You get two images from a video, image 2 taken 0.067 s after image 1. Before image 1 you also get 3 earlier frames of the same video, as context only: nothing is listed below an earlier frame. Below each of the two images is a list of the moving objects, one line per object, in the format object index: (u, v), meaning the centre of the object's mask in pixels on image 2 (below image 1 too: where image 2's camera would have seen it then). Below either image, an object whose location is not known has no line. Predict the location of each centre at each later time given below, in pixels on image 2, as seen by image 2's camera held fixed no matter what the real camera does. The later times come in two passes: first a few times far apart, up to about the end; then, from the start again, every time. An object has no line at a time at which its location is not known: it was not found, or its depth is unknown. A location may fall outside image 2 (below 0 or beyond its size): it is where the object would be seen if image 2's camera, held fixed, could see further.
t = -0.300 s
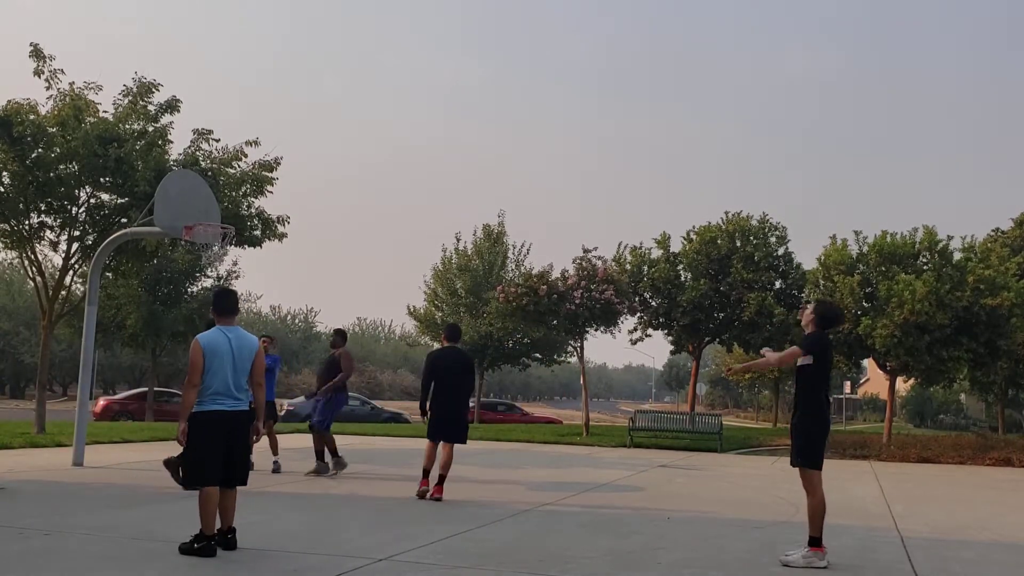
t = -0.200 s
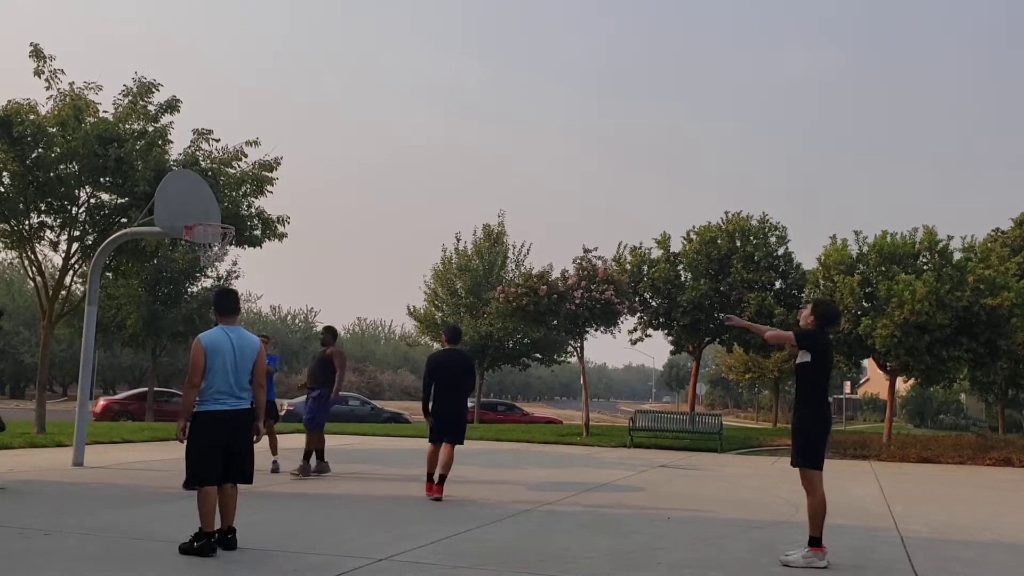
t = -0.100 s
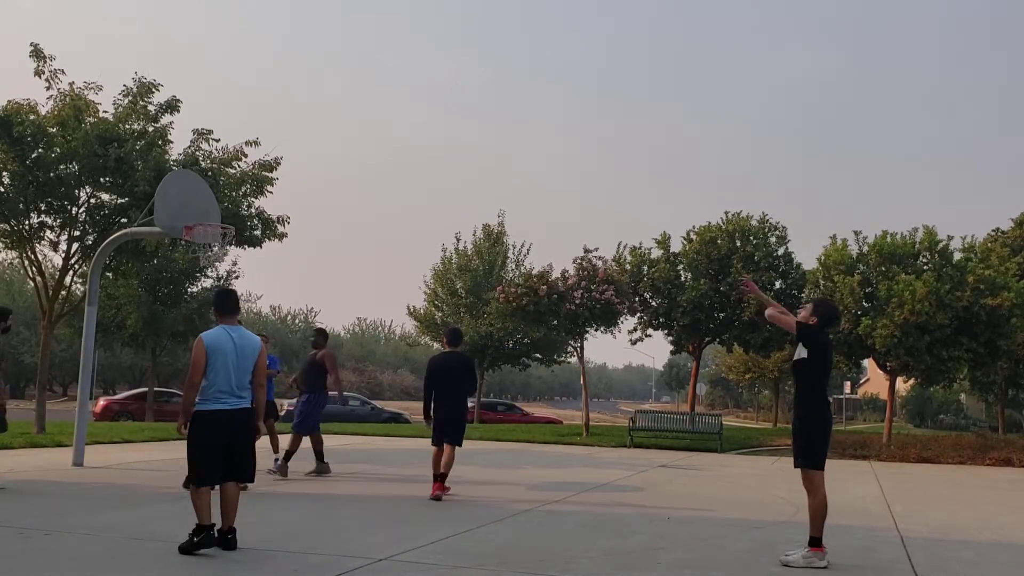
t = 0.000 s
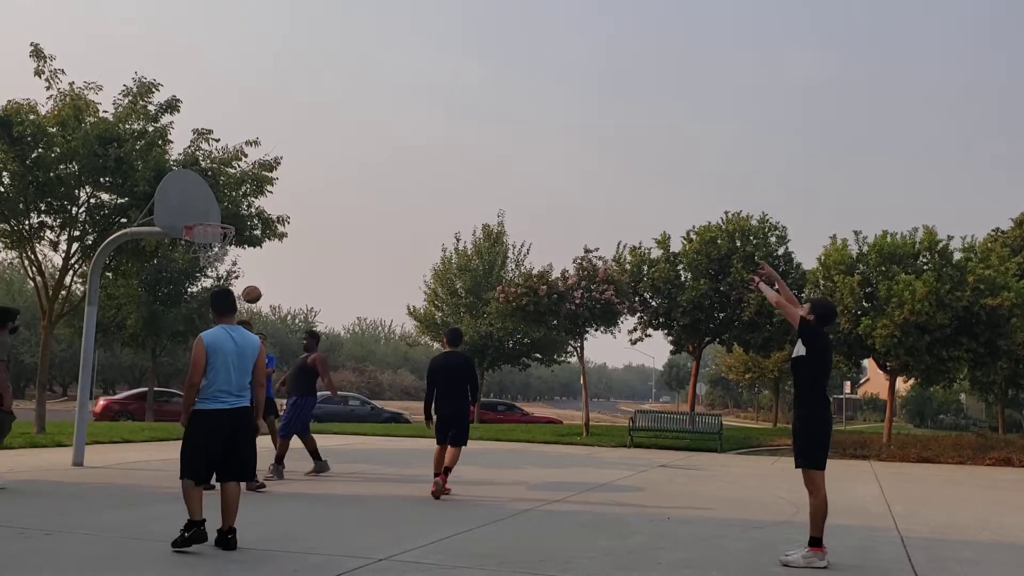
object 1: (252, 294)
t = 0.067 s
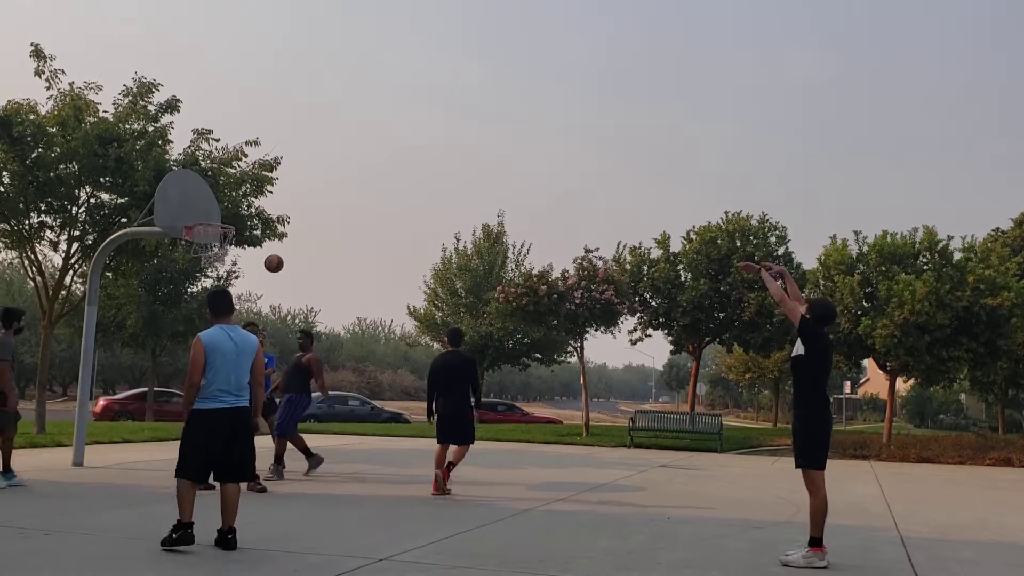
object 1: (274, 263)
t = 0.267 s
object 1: (341, 187)
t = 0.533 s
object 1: (434, 127)
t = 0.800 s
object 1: (536, 121)
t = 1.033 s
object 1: (633, 167)
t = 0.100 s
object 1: (285, 249)
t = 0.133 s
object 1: (296, 235)
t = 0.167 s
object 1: (307, 222)
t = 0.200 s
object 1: (319, 210)
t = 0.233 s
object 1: (330, 198)
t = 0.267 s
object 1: (341, 187)
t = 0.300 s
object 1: (353, 177)
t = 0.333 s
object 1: (364, 168)
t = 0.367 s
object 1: (376, 159)
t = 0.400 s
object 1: (387, 151)
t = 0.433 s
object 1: (399, 144)
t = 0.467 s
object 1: (411, 138)
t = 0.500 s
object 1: (422, 132)
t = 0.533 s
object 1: (434, 127)
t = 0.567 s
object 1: (447, 123)
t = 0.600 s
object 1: (459, 120)
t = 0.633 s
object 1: (471, 118)
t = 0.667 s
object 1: (484, 117)
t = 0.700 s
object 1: (496, 116)
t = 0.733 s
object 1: (509, 117)
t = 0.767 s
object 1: (522, 118)
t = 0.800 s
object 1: (536, 121)
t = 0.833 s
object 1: (549, 124)
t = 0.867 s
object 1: (562, 128)
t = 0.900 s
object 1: (576, 134)
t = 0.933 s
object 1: (590, 140)
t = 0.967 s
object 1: (604, 148)
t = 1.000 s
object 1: (619, 157)
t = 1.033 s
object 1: (633, 167)
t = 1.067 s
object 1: (648, 178)
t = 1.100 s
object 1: (663, 190)
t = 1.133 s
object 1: (679, 203)
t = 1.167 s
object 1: (695, 218)
